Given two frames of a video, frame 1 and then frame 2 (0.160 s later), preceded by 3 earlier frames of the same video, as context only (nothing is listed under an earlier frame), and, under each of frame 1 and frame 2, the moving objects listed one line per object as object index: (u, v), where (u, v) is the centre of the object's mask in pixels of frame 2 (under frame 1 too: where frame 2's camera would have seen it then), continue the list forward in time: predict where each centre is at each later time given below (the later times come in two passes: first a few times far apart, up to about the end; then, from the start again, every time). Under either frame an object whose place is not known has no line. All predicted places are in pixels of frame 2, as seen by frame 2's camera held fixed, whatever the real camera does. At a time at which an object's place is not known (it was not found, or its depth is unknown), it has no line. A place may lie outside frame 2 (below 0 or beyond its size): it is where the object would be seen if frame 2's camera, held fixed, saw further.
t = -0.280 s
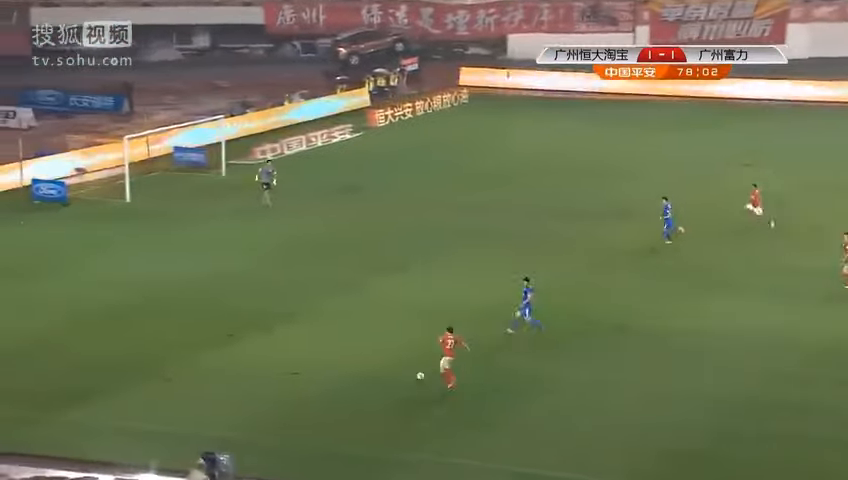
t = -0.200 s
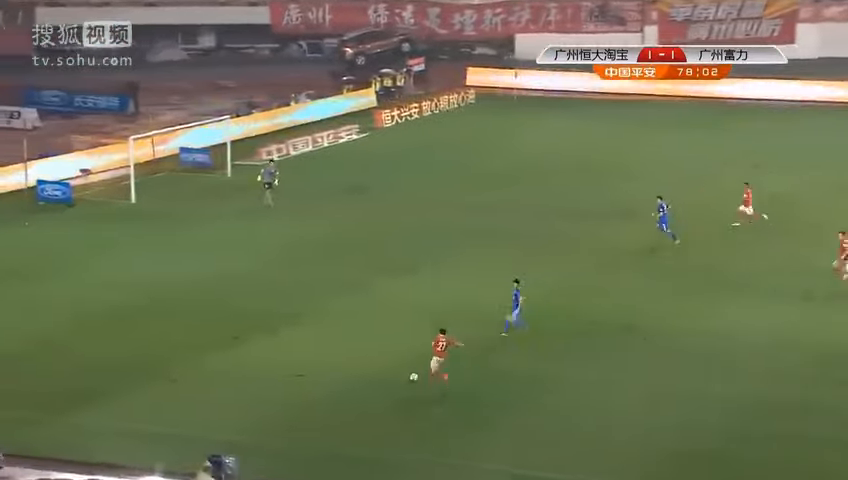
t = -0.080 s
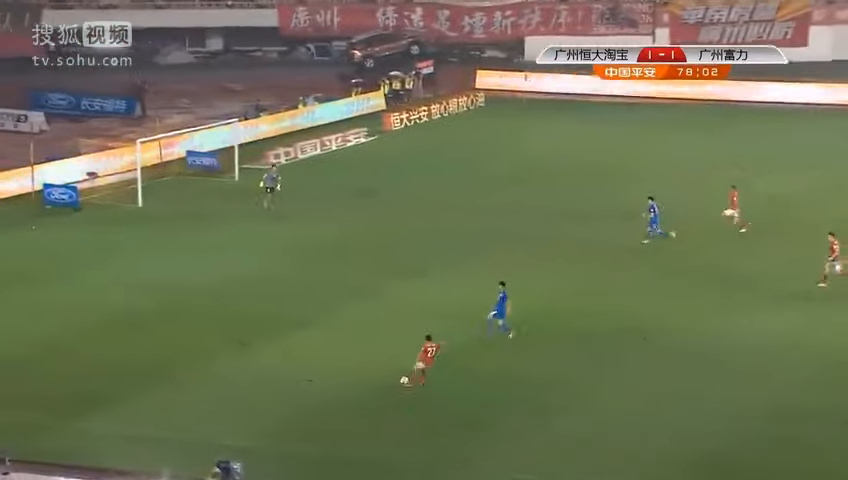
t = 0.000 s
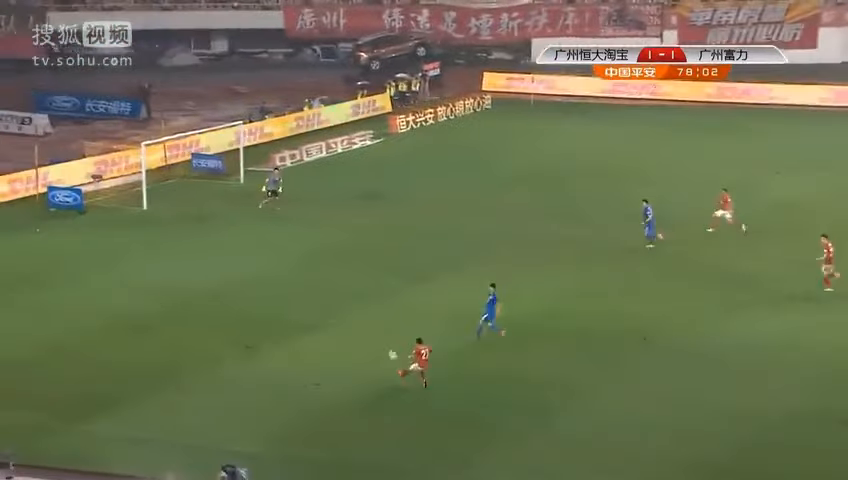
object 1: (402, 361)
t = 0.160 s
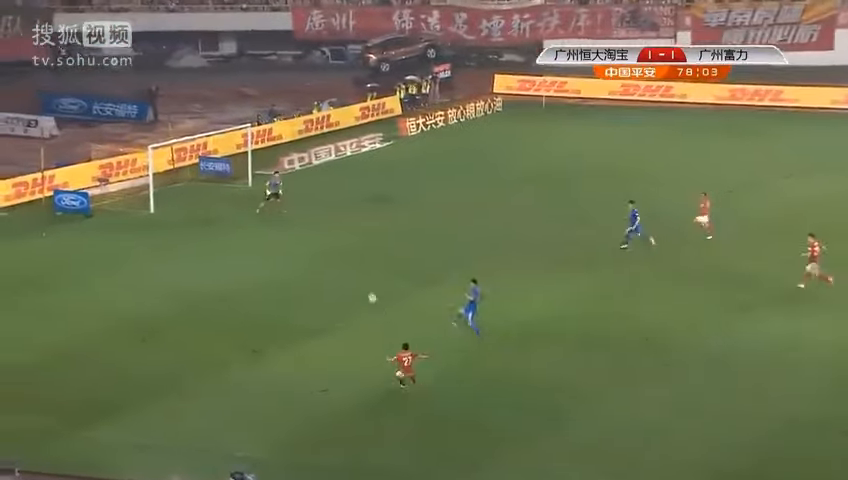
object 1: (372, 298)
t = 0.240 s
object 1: (361, 273)
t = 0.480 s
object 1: (344, 216)
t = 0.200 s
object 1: (366, 285)
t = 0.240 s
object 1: (361, 273)
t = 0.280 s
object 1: (357, 260)
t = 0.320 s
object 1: (354, 250)
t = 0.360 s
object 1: (350, 241)
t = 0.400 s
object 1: (348, 232)
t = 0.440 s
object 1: (345, 224)
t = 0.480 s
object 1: (344, 216)
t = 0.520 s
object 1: (342, 210)
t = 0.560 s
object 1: (341, 204)
